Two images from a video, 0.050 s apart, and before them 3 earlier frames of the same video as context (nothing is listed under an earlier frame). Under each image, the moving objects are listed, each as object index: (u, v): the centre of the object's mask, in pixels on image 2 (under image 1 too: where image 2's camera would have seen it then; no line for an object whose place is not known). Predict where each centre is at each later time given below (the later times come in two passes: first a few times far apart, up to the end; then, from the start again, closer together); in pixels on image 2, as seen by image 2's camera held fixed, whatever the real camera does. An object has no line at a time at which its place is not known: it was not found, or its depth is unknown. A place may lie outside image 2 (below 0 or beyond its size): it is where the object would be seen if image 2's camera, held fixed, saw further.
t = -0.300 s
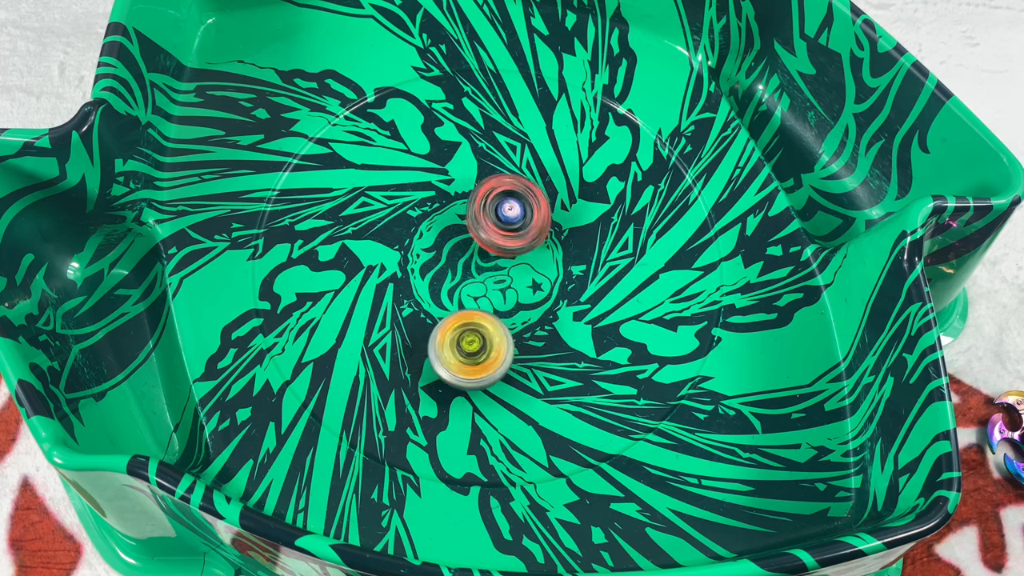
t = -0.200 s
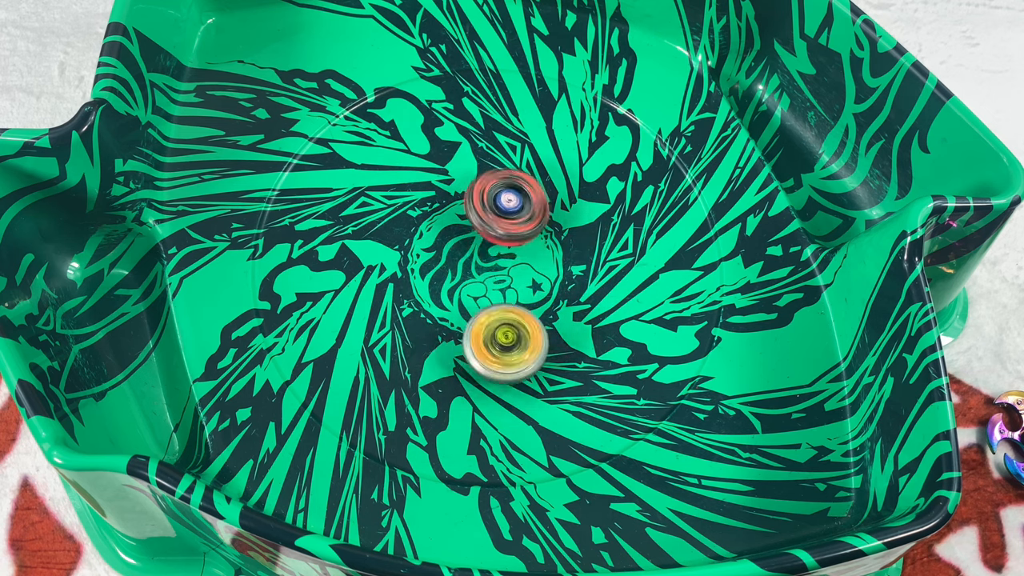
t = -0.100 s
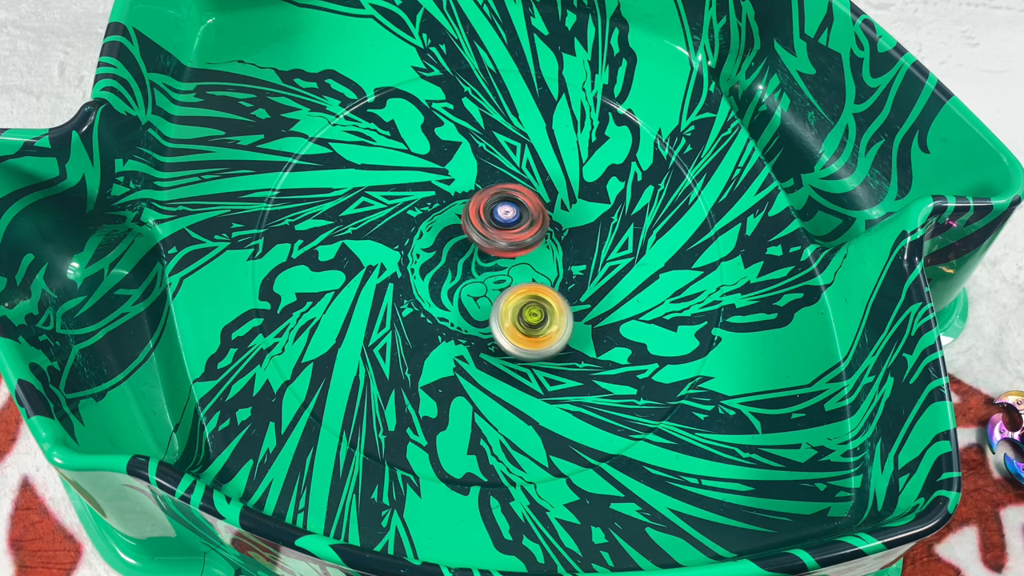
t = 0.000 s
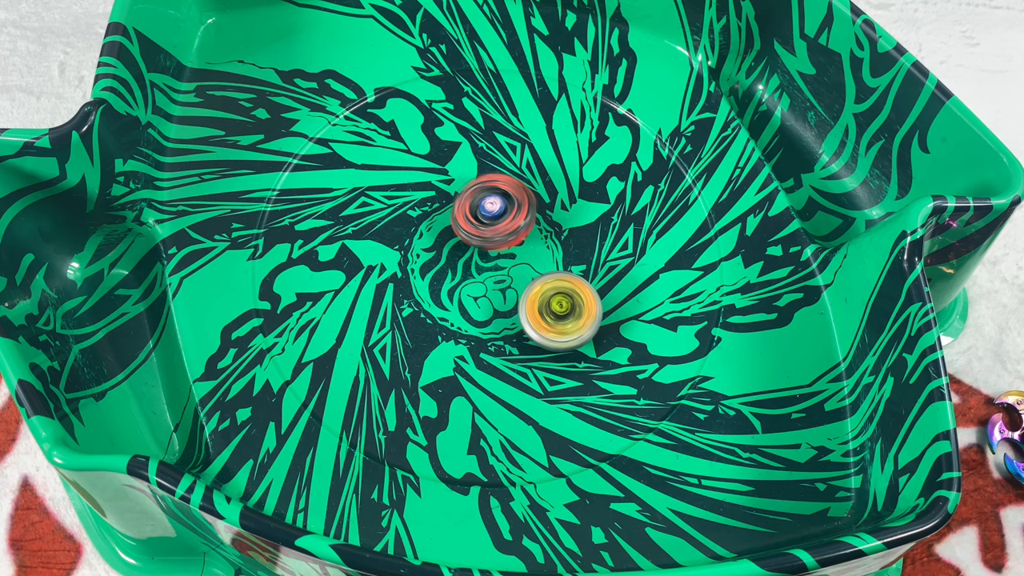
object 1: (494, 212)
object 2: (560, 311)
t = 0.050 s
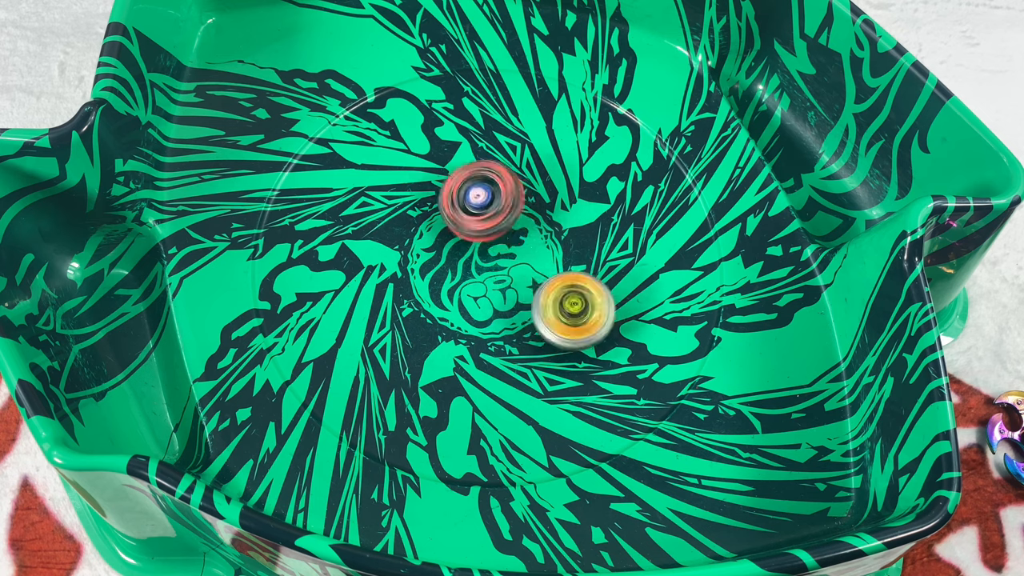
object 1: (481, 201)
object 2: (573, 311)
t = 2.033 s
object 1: (519, 260)
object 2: (451, 331)
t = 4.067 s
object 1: (494, 262)
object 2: (446, 181)
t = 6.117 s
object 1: (486, 229)
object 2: (568, 266)
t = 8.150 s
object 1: (462, 263)
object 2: (482, 163)
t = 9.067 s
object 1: (498, 253)
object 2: (432, 183)
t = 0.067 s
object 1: (479, 201)
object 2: (577, 310)
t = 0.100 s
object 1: (477, 205)
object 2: (584, 307)
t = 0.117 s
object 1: (478, 208)
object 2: (586, 305)
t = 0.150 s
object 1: (479, 215)
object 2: (589, 300)
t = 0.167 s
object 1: (481, 219)
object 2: (589, 297)
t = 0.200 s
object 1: (482, 224)
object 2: (588, 291)
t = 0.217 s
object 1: (482, 229)
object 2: (585, 287)
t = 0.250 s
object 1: (483, 239)
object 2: (579, 279)
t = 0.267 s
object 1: (484, 244)
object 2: (576, 276)
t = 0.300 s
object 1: (475, 252)
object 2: (583, 270)
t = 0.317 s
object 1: (459, 253)
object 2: (594, 269)
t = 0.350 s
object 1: (433, 257)
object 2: (601, 261)
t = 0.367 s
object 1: (427, 258)
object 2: (601, 258)
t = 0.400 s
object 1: (423, 259)
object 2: (600, 249)
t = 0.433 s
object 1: (426, 258)
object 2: (597, 240)
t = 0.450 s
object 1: (429, 258)
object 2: (594, 237)
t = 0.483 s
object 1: (434, 255)
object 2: (588, 229)
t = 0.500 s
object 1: (437, 254)
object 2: (583, 225)
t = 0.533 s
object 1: (441, 252)
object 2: (576, 219)
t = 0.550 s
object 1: (444, 252)
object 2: (571, 216)
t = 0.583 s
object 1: (449, 251)
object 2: (560, 210)
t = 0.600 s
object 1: (451, 250)
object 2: (555, 208)
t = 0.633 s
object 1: (455, 248)
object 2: (544, 203)
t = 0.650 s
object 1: (457, 248)
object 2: (539, 201)
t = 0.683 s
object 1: (461, 247)
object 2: (528, 197)
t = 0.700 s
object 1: (462, 246)
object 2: (523, 195)
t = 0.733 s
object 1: (451, 255)
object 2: (527, 181)
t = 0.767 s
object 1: (448, 261)
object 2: (523, 174)
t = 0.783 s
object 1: (450, 262)
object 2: (521, 171)
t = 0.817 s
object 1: (455, 261)
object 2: (515, 166)
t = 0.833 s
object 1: (458, 259)
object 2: (513, 163)
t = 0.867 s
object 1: (462, 257)
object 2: (509, 162)
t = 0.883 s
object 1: (465, 254)
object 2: (506, 162)
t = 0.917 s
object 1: (467, 251)
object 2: (500, 165)
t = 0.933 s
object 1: (469, 249)
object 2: (498, 166)
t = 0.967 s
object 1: (474, 245)
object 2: (492, 172)
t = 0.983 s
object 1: (473, 250)
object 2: (491, 169)
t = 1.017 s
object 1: (473, 259)
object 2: (487, 170)
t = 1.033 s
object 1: (474, 261)
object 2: (485, 172)
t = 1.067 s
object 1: (476, 264)
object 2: (479, 178)
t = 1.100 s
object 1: (479, 263)
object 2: (473, 186)
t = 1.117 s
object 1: (481, 263)
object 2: (471, 189)
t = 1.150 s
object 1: (487, 286)
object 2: (463, 178)
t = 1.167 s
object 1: (491, 296)
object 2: (459, 178)
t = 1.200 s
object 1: (495, 300)
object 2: (453, 179)
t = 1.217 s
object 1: (498, 300)
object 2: (449, 180)
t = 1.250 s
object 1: (500, 296)
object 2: (442, 184)
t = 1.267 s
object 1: (500, 293)
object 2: (440, 186)
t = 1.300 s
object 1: (500, 287)
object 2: (435, 192)
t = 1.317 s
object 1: (500, 284)
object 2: (433, 195)
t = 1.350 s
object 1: (499, 277)
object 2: (430, 202)
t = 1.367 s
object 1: (500, 274)
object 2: (429, 206)
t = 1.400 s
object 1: (500, 265)
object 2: (428, 215)
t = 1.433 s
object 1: (518, 265)
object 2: (406, 212)
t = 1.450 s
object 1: (533, 268)
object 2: (392, 207)
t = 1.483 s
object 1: (560, 274)
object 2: (375, 207)
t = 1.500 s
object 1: (569, 276)
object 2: (370, 209)
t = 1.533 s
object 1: (572, 275)
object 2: (364, 212)
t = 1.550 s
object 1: (571, 275)
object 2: (360, 215)
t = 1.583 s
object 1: (567, 274)
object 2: (357, 219)
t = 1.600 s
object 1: (563, 274)
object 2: (356, 221)
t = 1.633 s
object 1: (556, 274)
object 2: (358, 227)
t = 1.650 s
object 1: (553, 273)
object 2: (360, 229)
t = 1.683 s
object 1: (548, 273)
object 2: (368, 236)
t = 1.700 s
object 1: (545, 272)
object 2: (372, 239)
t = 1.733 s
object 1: (539, 271)
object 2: (383, 246)
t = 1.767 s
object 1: (532, 271)
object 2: (396, 254)
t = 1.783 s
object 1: (529, 270)
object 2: (402, 258)
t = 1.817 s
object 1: (523, 270)
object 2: (415, 268)
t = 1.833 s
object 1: (520, 270)
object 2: (421, 272)
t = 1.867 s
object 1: (521, 271)
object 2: (428, 283)
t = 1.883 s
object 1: (525, 270)
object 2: (432, 289)
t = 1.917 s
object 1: (525, 268)
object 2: (438, 298)
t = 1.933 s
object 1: (523, 267)
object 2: (442, 305)
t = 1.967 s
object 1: (521, 267)
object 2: (447, 315)
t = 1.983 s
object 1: (522, 265)
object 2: (447, 320)
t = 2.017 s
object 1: (521, 261)
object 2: (450, 328)
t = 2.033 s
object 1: (519, 260)
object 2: (451, 331)
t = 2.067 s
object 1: (516, 259)
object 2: (453, 338)
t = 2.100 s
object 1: (512, 259)
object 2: (455, 342)
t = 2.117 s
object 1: (510, 259)
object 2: (456, 343)
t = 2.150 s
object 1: (508, 259)
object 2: (459, 343)
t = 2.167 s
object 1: (506, 258)
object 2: (461, 342)
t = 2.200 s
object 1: (503, 258)
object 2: (465, 338)
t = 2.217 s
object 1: (501, 258)
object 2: (469, 334)
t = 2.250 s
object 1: (510, 233)
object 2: (459, 357)
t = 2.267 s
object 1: (517, 208)
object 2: (452, 373)
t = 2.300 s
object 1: (523, 179)
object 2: (453, 380)
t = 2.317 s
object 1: (524, 173)
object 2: (454, 381)
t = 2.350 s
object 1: (520, 171)
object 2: (459, 381)
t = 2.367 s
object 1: (518, 172)
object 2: (461, 379)
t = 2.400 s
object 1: (514, 180)
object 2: (467, 373)
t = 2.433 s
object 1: (509, 190)
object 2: (475, 364)
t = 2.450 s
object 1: (507, 194)
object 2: (478, 360)
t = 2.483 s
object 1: (498, 207)
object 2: (488, 349)
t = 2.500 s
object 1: (494, 214)
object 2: (492, 344)
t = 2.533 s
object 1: (483, 233)
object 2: (503, 331)
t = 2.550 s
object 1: (480, 247)
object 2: (511, 323)
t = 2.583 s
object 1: (455, 231)
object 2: (553, 351)
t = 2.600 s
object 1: (437, 218)
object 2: (582, 367)
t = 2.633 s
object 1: (418, 203)
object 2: (614, 376)
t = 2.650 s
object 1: (414, 202)
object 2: (623, 376)
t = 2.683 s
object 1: (411, 201)
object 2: (641, 379)
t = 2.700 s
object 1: (413, 201)
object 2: (646, 379)
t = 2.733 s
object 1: (419, 204)
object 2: (654, 380)
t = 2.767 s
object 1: (425, 209)
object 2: (657, 381)
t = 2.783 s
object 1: (428, 210)
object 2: (657, 381)
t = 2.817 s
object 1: (436, 214)
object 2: (653, 379)
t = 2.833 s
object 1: (441, 216)
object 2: (649, 377)
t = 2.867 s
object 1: (450, 217)
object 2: (638, 368)
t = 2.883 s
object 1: (452, 217)
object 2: (633, 364)
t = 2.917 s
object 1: (457, 216)
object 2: (619, 350)
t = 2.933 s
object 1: (458, 215)
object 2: (610, 339)
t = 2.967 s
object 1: (461, 215)
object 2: (598, 323)
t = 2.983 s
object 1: (464, 215)
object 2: (590, 310)
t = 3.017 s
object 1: (467, 216)
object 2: (581, 287)
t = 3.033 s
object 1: (469, 217)
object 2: (578, 277)
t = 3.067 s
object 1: (470, 221)
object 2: (572, 253)
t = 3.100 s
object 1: (474, 225)
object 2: (570, 229)
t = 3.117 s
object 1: (476, 226)
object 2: (570, 220)
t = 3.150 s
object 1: (481, 229)
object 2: (572, 199)
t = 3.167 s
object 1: (484, 230)
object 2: (574, 192)
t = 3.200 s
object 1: (489, 231)
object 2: (579, 175)
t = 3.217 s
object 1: (490, 232)
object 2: (581, 170)
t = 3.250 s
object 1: (495, 235)
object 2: (588, 160)
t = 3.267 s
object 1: (499, 237)
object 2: (591, 156)
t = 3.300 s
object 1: (503, 237)
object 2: (596, 153)
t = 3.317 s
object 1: (505, 236)
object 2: (598, 153)
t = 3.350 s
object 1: (506, 234)
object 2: (601, 156)
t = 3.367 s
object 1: (507, 233)
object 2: (601, 159)
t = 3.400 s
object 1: (503, 231)
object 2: (597, 166)
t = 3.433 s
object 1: (498, 231)
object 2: (589, 176)
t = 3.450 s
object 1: (496, 231)
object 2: (585, 180)
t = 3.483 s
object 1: (492, 233)
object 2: (571, 191)
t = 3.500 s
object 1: (490, 235)
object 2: (564, 194)
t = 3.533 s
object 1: (466, 249)
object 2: (566, 192)
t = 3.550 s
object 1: (454, 254)
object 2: (565, 192)
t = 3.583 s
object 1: (442, 264)
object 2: (552, 193)
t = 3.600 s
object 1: (441, 268)
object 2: (543, 194)
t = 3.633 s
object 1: (445, 271)
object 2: (531, 193)
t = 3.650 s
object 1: (451, 272)
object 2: (521, 193)
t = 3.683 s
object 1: (462, 272)
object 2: (506, 191)
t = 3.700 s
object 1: (469, 272)
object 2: (500, 189)
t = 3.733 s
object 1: (484, 266)
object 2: (486, 186)
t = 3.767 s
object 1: (497, 255)
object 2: (473, 182)
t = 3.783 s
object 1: (499, 251)
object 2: (469, 180)
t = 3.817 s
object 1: (503, 238)
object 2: (459, 175)
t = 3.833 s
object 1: (503, 237)
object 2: (456, 172)
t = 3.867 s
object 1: (501, 235)
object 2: (449, 167)
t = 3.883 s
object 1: (499, 235)
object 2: (447, 166)
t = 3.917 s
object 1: (494, 237)
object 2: (444, 163)
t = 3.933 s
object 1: (492, 240)
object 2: (443, 162)
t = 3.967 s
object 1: (489, 244)
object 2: (442, 162)
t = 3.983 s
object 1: (487, 248)
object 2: (442, 164)
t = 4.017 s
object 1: (487, 255)
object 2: (444, 169)
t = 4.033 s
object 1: (489, 257)
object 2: (444, 172)
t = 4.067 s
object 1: (494, 262)
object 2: (446, 181)
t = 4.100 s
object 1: (499, 261)
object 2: (446, 192)
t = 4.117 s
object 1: (501, 261)
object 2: (446, 196)
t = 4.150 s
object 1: (511, 261)
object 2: (440, 205)
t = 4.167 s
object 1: (521, 267)
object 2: (428, 200)
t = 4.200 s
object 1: (538, 276)
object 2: (414, 201)
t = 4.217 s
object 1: (542, 277)
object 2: (409, 204)
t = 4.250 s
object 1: (542, 278)
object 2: (399, 209)
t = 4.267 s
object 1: (541, 279)
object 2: (394, 211)
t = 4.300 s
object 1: (541, 279)
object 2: (388, 214)
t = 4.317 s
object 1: (540, 280)
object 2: (384, 216)
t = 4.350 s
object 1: (538, 279)
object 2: (380, 219)
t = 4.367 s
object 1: (536, 279)
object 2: (379, 220)
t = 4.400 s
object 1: (532, 275)
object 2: (379, 224)
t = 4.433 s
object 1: (524, 274)
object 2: (382, 229)
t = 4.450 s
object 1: (521, 273)
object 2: (384, 231)
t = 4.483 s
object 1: (512, 276)
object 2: (391, 237)
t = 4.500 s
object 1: (510, 276)
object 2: (393, 240)
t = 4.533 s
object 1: (503, 274)
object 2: (402, 247)
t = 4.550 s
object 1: (500, 272)
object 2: (404, 251)
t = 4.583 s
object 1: (498, 276)
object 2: (407, 254)
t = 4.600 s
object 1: (502, 281)
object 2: (409, 256)
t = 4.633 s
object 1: (504, 283)
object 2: (412, 261)
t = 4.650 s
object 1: (505, 281)
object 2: (414, 265)
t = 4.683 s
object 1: (506, 280)
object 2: (417, 271)
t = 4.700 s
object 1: (507, 278)
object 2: (418, 273)
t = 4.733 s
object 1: (514, 274)
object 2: (417, 277)
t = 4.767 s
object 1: (518, 268)
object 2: (416, 281)
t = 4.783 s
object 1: (520, 264)
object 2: (416, 282)
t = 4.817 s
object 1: (516, 255)
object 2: (419, 285)
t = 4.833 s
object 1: (512, 251)
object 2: (420, 286)
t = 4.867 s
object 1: (503, 244)
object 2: (425, 287)
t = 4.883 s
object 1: (499, 242)
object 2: (428, 287)
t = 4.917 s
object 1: (519, 223)
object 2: (401, 305)
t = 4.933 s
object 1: (526, 217)
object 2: (397, 308)
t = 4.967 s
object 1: (532, 210)
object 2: (396, 313)
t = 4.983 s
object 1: (531, 207)
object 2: (395, 315)
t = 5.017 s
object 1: (527, 207)
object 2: (396, 316)
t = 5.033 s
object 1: (524, 210)
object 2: (398, 317)
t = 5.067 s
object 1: (520, 216)
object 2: (403, 317)
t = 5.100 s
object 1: (519, 223)
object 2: (410, 315)
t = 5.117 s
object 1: (519, 227)
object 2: (415, 315)
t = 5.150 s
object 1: (522, 230)
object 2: (426, 314)
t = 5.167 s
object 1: (524, 231)
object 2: (431, 314)
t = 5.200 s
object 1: (525, 234)
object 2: (444, 315)
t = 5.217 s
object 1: (525, 236)
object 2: (450, 315)
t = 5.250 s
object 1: (525, 236)
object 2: (464, 318)
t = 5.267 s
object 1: (525, 236)
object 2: (470, 319)
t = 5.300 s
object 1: (522, 236)
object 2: (482, 323)
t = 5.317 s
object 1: (519, 236)
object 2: (489, 327)
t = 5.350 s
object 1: (516, 239)
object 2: (497, 331)
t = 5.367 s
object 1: (514, 241)
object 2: (502, 334)
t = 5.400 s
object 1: (509, 243)
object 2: (508, 338)
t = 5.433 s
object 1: (504, 246)
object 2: (511, 341)
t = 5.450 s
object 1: (502, 250)
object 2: (513, 342)
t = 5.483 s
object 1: (501, 257)
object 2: (515, 343)
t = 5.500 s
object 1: (501, 259)
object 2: (515, 343)
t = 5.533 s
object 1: (504, 261)
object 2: (515, 342)
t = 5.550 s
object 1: (503, 260)
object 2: (514, 340)
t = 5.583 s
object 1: (501, 257)
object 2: (515, 333)
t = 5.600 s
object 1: (499, 255)
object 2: (516, 332)
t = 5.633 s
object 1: (492, 237)
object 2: (520, 331)
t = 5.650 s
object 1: (489, 226)
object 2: (523, 327)
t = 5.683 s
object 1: (482, 214)
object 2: (527, 322)
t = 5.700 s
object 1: (475, 207)
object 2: (531, 318)
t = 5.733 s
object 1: (463, 202)
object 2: (537, 311)
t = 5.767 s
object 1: (455, 204)
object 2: (542, 306)
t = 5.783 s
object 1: (451, 208)
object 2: (546, 302)
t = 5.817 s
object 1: (448, 219)
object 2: (553, 296)
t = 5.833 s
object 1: (449, 225)
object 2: (556, 294)
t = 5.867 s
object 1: (455, 238)
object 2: (562, 290)
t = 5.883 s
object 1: (461, 242)
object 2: (565, 289)
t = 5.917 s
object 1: (478, 250)
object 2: (569, 286)
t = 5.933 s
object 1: (484, 252)
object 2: (571, 284)
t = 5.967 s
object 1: (500, 249)
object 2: (576, 282)
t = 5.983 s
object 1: (504, 246)
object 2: (576, 281)
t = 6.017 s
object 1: (504, 239)
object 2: (577, 279)
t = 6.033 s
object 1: (501, 235)
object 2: (576, 277)
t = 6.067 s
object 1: (496, 228)
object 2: (573, 273)
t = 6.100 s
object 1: (490, 227)
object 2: (570, 270)
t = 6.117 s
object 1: (486, 229)
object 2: (568, 266)
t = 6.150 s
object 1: (480, 233)
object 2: (562, 260)
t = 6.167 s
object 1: (475, 235)
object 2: (565, 259)
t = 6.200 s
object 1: (463, 239)
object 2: (568, 256)
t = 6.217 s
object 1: (460, 240)
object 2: (569, 254)
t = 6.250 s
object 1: (460, 240)
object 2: (571, 250)
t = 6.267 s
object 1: (460, 239)
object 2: (570, 249)
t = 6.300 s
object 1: (461, 238)
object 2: (570, 246)
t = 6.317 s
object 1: (460, 238)
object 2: (568, 244)
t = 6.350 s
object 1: (461, 238)
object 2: (566, 241)
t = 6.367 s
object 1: (461, 239)
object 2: (563, 239)
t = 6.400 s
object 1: (464, 242)
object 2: (558, 236)
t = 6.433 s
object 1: (467, 242)
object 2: (554, 233)
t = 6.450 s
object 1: (468, 244)
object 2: (553, 230)
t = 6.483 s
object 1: (451, 249)
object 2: (565, 224)
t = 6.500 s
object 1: (449, 249)
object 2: (565, 221)
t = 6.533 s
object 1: (448, 248)
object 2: (567, 217)
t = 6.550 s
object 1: (448, 247)
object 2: (568, 216)
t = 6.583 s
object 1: (451, 244)
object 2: (568, 215)
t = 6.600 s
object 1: (453, 244)
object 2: (567, 215)
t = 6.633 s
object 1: (453, 243)
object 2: (564, 215)
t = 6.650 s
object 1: (454, 243)
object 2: (561, 216)
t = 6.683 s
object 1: (456, 246)
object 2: (556, 216)
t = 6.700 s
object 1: (459, 246)
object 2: (551, 215)
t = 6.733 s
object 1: (464, 247)
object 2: (542, 214)
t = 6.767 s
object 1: (467, 248)
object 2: (537, 211)
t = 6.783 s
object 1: (468, 251)
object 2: (537, 209)
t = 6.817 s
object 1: (463, 259)
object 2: (541, 199)
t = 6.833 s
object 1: (461, 262)
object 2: (543, 197)
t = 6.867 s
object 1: (464, 270)
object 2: (543, 193)
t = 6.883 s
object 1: (468, 272)
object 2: (544, 191)
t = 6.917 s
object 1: (478, 271)
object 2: (546, 190)
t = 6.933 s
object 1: (479, 269)
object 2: (546, 191)
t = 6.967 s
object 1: (484, 265)
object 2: (545, 193)
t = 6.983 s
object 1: (486, 265)
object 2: (543, 195)
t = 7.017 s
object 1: (490, 261)
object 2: (538, 198)
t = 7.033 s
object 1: (491, 260)
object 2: (536, 199)
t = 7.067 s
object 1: (482, 267)
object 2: (533, 193)
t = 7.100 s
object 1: (462, 289)
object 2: (542, 174)
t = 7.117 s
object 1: (453, 298)
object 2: (543, 169)
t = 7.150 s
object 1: (452, 310)
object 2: (543, 164)
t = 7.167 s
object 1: (452, 312)
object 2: (544, 162)
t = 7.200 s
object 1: (459, 320)
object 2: (545, 162)
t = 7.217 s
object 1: (462, 320)
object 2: (545, 162)
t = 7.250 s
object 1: (468, 321)
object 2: (545, 164)
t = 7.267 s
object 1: (472, 321)
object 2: (544, 164)
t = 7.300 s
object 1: (479, 318)
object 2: (543, 166)
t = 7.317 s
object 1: (481, 316)
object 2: (542, 167)
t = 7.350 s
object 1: (487, 312)
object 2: (541, 170)
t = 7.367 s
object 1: (489, 309)
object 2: (539, 171)
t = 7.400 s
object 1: (491, 304)
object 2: (536, 173)
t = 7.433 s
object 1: (492, 297)
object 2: (533, 174)
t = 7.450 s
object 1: (493, 295)
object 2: (531, 175)
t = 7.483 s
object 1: (493, 287)
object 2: (526, 177)
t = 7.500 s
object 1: (492, 283)
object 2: (524, 177)
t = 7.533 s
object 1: (490, 276)
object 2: (519, 178)
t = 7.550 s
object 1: (489, 273)
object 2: (517, 179)
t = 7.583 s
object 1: (486, 264)
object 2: (512, 178)
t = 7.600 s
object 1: (484, 261)
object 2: (509, 178)
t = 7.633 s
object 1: (479, 254)
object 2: (505, 178)
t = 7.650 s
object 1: (477, 251)
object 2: (502, 178)
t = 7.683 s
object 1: (471, 245)
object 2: (498, 176)
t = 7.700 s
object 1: (468, 243)
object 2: (496, 175)
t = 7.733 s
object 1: (462, 241)
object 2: (492, 173)
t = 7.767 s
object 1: (456, 239)
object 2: (488, 171)
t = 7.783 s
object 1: (454, 239)
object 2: (486, 169)
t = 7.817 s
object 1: (449, 240)
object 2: (484, 167)
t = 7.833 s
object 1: (447, 242)
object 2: (483, 166)
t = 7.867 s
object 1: (444, 244)
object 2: (481, 164)
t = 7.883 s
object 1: (443, 245)
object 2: (480, 163)
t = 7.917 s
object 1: (441, 248)
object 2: (480, 161)
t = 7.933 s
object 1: (440, 250)
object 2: (480, 161)
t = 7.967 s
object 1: (441, 253)
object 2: (480, 159)
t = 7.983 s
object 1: (442, 254)
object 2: (480, 159)
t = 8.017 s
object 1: (443, 257)
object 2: (480, 158)
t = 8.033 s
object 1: (445, 259)
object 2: (481, 159)
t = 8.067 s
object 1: (449, 262)
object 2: (481, 159)
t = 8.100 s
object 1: (454, 262)
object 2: (482, 160)
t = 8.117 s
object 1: (456, 263)
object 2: (482, 161)
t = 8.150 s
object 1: (462, 263)
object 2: (482, 163)
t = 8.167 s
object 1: (465, 262)
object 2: (482, 164)
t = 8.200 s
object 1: (471, 261)
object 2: (482, 166)
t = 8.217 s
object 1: (475, 258)
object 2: (481, 168)
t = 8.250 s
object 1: (481, 255)
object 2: (480, 171)
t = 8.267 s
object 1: (483, 254)
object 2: (479, 172)
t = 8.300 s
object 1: (488, 250)
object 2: (477, 176)
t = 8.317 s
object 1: (490, 247)
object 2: (476, 177)
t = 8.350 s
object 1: (495, 251)
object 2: (472, 172)
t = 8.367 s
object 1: (498, 253)
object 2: (469, 170)
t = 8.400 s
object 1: (503, 256)
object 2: (466, 168)
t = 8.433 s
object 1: (506, 256)
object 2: (462, 169)
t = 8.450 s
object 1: (507, 255)
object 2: (461, 169)
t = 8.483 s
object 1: (506, 253)
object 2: (458, 172)
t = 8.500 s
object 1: (506, 252)
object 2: (457, 172)
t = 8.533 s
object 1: (505, 249)
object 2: (454, 174)
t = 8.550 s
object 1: (504, 249)
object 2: (451, 174)
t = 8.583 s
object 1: (502, 249)
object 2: (448, 175)
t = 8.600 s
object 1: (501, 249)
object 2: (447, 175)
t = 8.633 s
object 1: (499, 249)
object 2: (444, 175)
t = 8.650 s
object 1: (497, 249)
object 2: (442, 175)
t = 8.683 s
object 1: (496, 250)
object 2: (440, 174)
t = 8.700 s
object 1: (496, 250)
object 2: (439, 174)
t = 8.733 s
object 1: (496, 251)
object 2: (437, 174)
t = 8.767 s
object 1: (497, 252)
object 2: (436, 174)
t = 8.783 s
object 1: (497, 253)
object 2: (435, 173)
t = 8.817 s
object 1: (497, 254)
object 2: (434, 173)
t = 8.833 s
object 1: (497, 254)
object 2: (434, 173)
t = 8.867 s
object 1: (496, 254)
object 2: (433, 173)
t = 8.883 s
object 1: (496, 253)
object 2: (433, 173)
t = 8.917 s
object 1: (496, 253)
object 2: (433, 174)
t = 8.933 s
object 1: (495, 252)
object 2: (433, 175)
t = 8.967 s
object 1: (497, 251)
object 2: (433, 177)
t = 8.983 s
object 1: (497, 251)
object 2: (433, 177)
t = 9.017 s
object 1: (499, 251)
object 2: (432, 179)
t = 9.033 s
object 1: (499, 252)
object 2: (432, 180)
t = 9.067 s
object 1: (498, 253)
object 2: (432, 183)
